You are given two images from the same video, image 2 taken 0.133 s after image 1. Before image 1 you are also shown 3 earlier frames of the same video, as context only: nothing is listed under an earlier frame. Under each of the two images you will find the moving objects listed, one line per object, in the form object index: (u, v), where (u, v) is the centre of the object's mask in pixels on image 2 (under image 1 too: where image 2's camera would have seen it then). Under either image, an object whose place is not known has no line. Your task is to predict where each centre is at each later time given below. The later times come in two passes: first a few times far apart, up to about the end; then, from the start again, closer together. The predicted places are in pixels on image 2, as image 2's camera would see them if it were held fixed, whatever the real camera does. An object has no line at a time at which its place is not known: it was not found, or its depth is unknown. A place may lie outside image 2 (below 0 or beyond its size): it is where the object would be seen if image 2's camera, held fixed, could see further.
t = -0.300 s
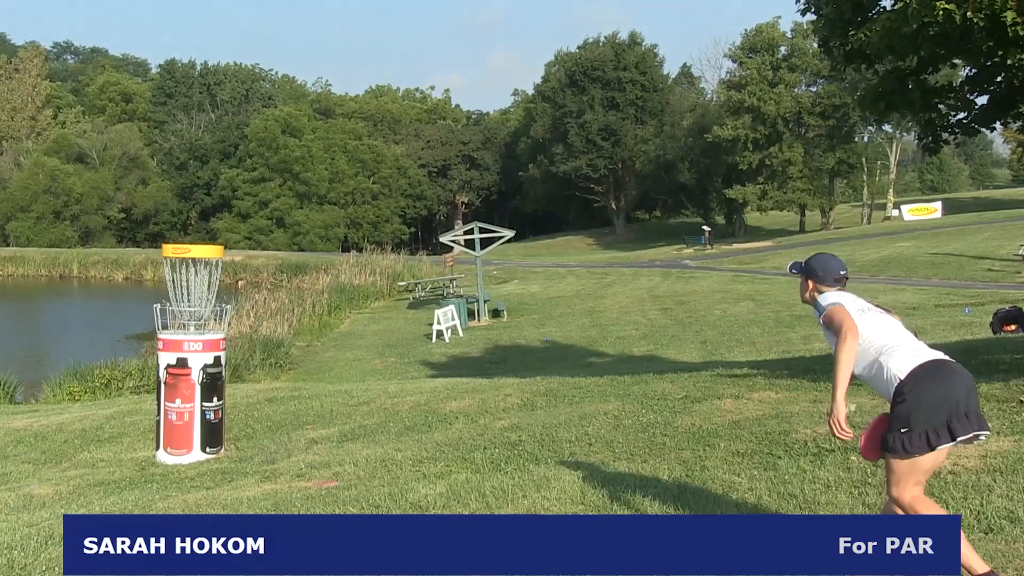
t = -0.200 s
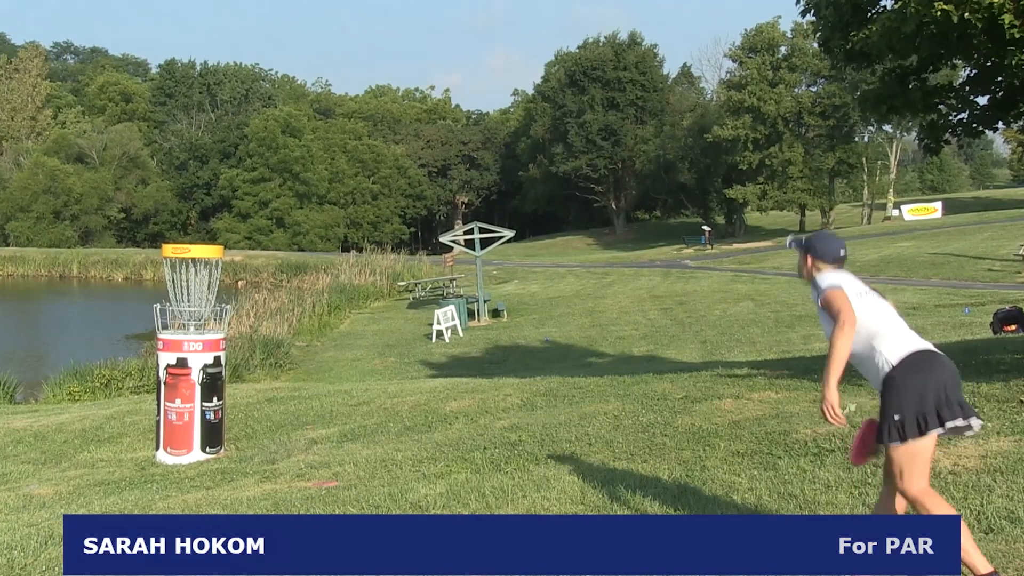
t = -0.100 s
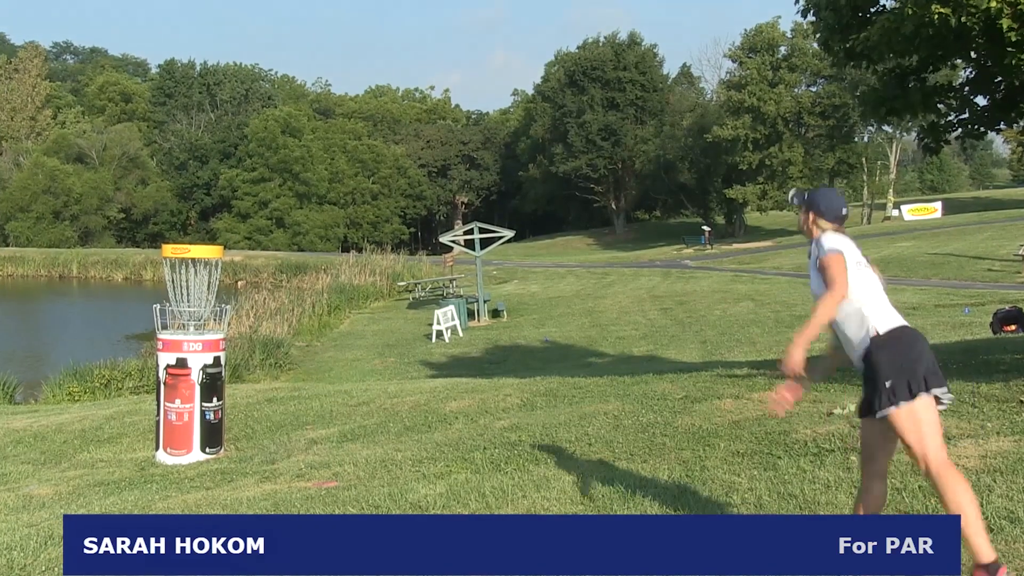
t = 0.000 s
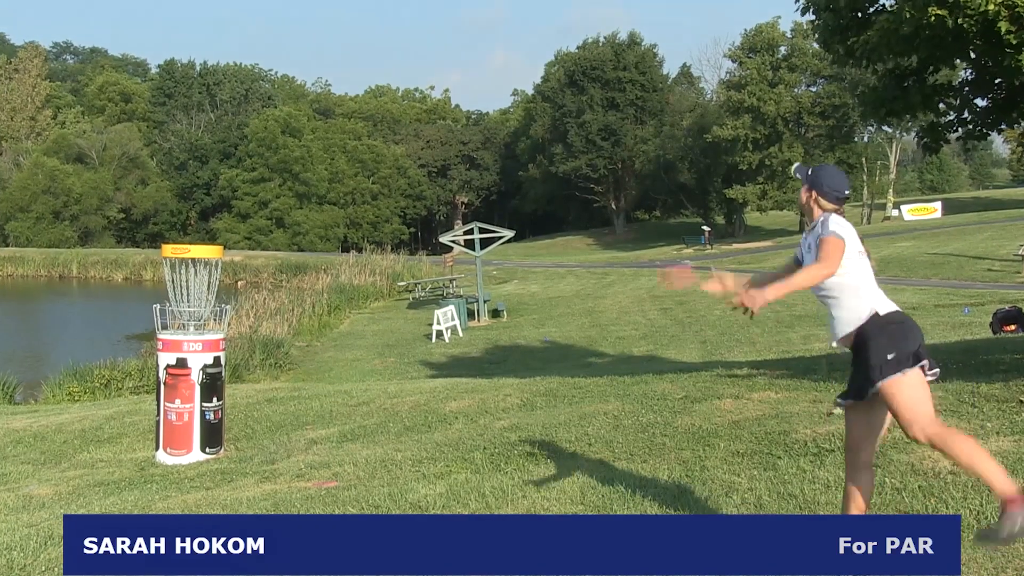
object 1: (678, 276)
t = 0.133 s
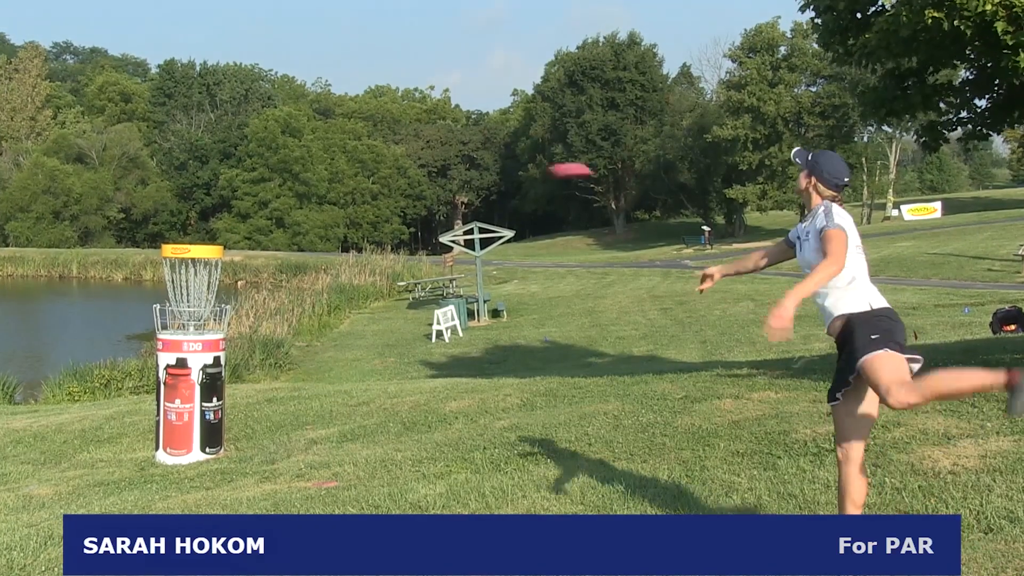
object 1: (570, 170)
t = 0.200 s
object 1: (525, 144)
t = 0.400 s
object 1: (415, 133)
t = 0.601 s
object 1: (330, 178)
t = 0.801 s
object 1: (266, 248)
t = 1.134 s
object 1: (234, 379)
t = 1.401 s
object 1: (278, 453)
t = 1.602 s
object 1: (278, 456)
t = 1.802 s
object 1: (278, 456)
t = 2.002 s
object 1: (278, 457)
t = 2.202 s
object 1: (277, 457)
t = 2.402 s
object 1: (277, 457)
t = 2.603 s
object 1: (277, 457)
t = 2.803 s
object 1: (277, 457)
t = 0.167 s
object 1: (547, 154)
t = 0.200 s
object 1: (525, 144)
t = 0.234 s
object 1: (505, 137)
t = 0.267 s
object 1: (485, 131)
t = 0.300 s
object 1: (467, 128)
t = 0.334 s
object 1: (448, 128)
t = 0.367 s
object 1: (432, 129)
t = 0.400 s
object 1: (415, 133)
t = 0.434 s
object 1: (399, 138)
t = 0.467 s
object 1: (384, 143)
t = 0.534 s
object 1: (356, 158)
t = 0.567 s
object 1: (343, 169)
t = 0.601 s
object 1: (330, 178)
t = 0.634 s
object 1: (318, 188)
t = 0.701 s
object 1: (295, 211)
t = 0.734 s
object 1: (285, 223)
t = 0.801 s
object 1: (266, 248)
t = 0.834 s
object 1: (257, 262)
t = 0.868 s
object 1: (249, 277)
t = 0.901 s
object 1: (241, 290)
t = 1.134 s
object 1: (234, 379)
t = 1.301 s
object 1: (277, 450)
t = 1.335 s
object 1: (278, 456)
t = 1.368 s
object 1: (278, 455)
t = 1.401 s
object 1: (278, 453)
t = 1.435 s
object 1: (278, 451)
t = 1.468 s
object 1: (278, 451)
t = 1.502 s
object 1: (278, 452)
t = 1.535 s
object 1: (279, 454)
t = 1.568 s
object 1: (278, 456)
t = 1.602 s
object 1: (278, 456)
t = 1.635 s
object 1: (278, 456)
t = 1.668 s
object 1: (278, 456)
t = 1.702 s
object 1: (278, 456)
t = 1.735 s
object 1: (278, 456)
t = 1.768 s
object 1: (278, 456)
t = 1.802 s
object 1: (278, 456)
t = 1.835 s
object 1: (278, 456)
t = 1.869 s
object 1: (278, 456)
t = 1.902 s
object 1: (278, 457)
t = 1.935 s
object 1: (278, 457)
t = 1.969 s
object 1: (278, 457)
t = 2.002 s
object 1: (278, 457)
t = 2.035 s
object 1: (278, 457)
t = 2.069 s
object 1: (278, 457)
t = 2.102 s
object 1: (278, 457)
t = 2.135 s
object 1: (277, 457)
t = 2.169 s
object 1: (277, 457)
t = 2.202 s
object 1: (277, 457)
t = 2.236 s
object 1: (277, 457)
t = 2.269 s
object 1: (277, 457)
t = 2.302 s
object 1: (277, 457)
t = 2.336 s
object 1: (277, 457)
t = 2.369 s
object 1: (277, 457)
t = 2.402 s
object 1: (277, 457)
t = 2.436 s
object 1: (277, 457)
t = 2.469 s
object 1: (277, 457)
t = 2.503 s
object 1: (277, 457)
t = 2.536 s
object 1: (277, 457)
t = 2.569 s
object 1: (277, 457)
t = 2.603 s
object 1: (277, 457)
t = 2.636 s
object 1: (277, 457)
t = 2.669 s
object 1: (277, 457)
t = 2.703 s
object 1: (277, 457)
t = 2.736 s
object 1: (277, 457)
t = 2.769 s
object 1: (278, 457)
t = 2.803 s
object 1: (277, 457)
